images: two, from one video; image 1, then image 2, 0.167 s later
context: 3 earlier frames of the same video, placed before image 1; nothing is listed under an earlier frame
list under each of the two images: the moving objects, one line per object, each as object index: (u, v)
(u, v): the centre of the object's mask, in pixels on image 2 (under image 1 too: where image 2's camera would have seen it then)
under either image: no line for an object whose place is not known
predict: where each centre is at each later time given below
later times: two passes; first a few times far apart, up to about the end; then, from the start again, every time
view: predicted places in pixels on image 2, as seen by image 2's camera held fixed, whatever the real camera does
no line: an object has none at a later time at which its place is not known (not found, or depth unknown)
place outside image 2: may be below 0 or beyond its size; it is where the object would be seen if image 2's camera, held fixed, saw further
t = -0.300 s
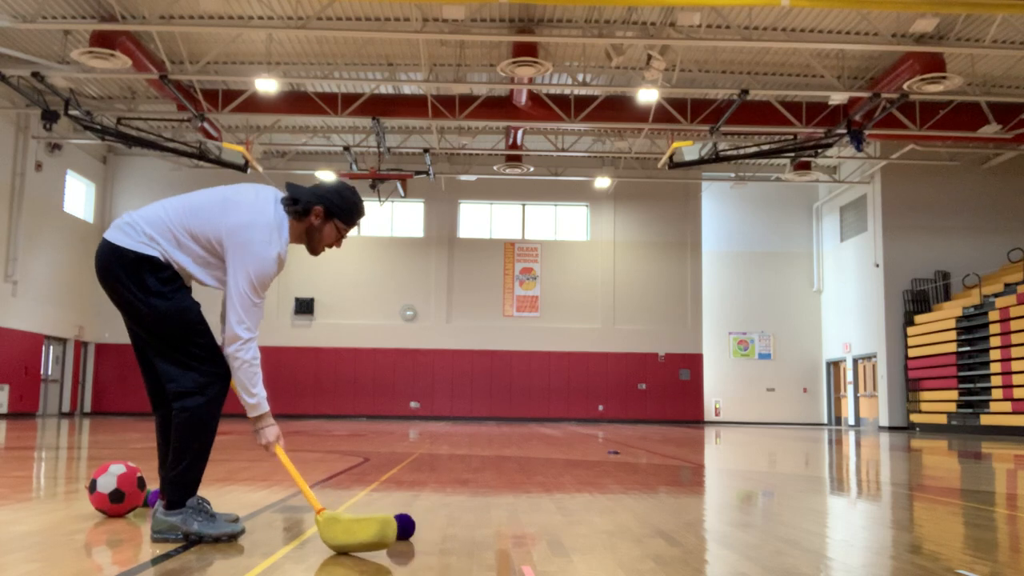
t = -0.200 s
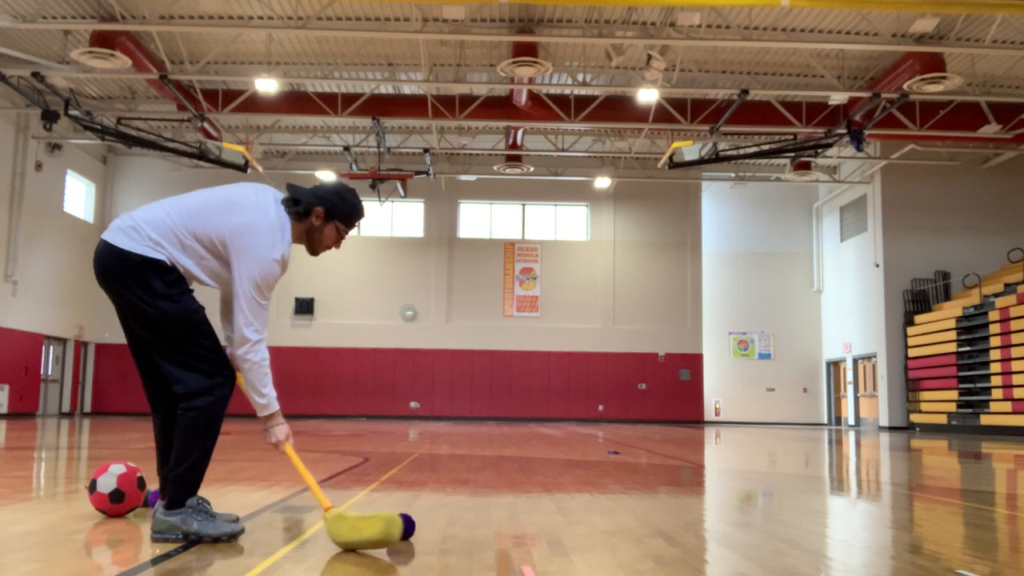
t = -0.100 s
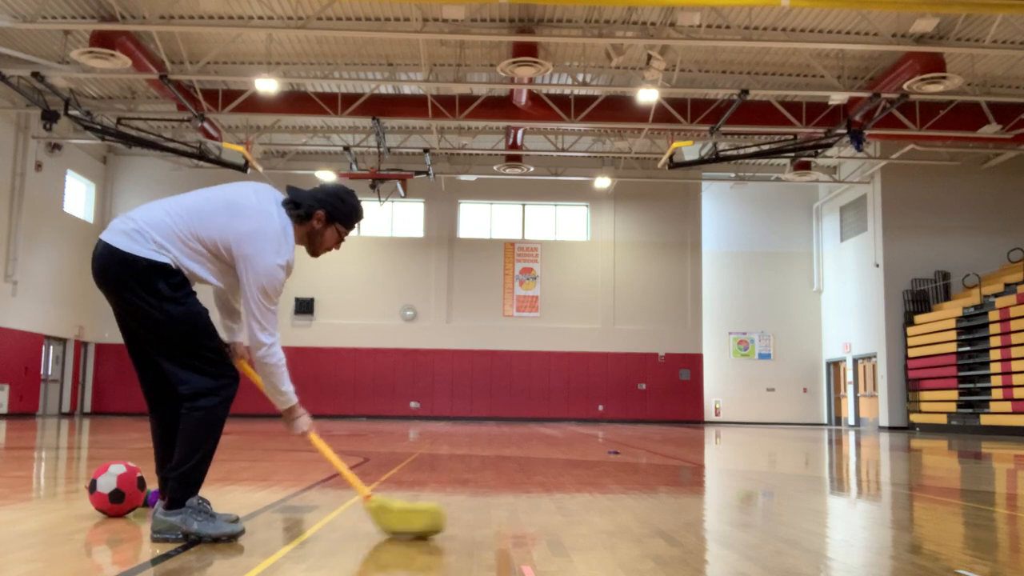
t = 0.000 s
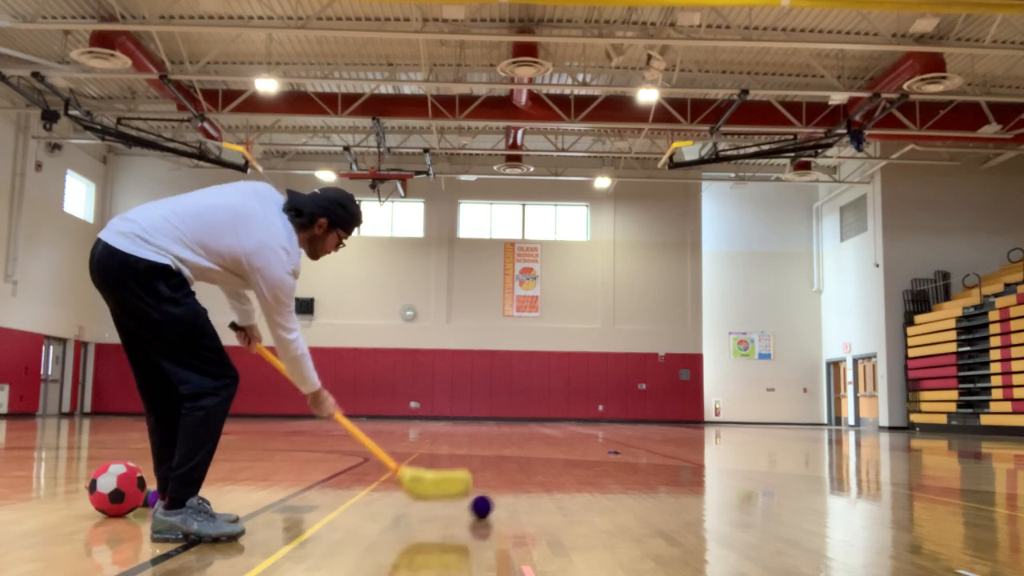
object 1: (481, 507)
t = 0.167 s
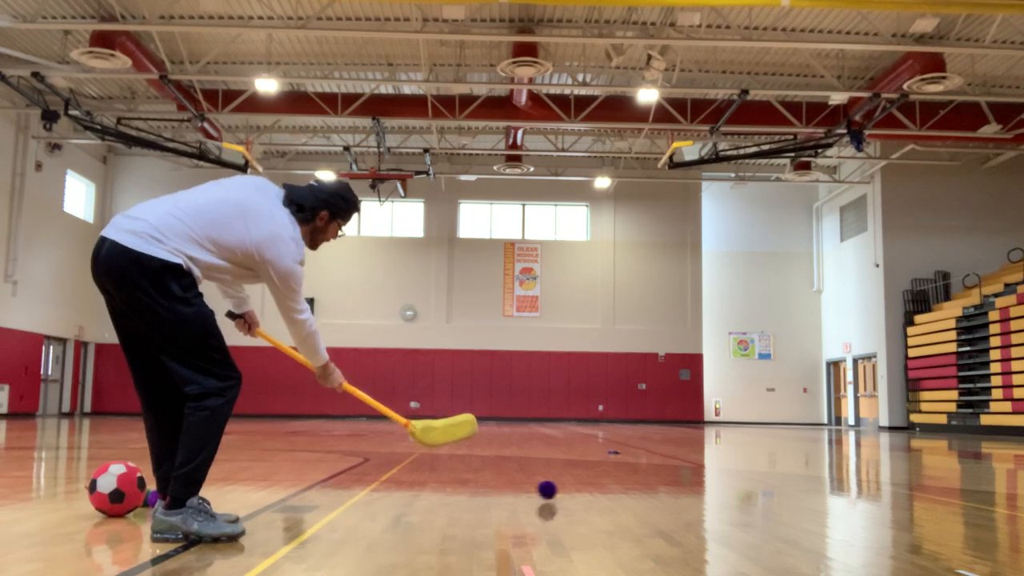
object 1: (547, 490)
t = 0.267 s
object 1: (574, 483)
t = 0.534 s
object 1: (626, 473)
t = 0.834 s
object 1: (662, 460)
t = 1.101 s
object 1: (683, 462)
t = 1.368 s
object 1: (699, 455)
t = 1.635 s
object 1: (711, 454)
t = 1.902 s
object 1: (721, 454)
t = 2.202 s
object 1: (730, 452)
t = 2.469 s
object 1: (736, 452)
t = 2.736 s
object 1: (739, 451)
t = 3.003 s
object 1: (742, 450)
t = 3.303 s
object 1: (745, 450)
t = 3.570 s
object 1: (747, 449)
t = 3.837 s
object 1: (748, 449)
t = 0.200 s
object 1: (557, 490)
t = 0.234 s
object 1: (566, 486)
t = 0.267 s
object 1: (574, 483)
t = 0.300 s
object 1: (582, 483)
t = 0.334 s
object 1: (589, 482)
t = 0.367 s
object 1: (596, 480)
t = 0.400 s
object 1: (603, 479)
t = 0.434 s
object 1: (609, 477)
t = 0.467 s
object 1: (615, 477)
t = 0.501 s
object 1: (620, 474)
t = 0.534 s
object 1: (626, 473)
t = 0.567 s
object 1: (631, 473)
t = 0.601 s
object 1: (635, 471)
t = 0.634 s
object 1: (640, 468)
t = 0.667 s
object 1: (644, 467)
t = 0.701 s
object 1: (648, 467)
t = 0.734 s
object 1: (652, 469)
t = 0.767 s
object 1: (655, 466)
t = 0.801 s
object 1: (659, 462)
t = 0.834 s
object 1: (662, 460)
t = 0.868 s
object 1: (665, 459)
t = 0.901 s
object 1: (668, 460)
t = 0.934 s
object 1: (671, 463)
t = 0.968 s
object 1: (674, 465)
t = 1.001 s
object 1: (676, 463)
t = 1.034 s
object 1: (679, 462)
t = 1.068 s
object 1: (681, 463)
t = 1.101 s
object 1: (683, 462)
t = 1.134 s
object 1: (685, 459)
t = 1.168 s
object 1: (688, 459)
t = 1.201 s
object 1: (690, 459)
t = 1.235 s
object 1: (692, 461)
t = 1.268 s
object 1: (694, 458)
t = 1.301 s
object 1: (696, 456)
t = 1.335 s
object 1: (697, 455)
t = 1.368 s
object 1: (699, 455)
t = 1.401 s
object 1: (701, 457)
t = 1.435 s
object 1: (702, 458)
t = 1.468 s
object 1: (704, 456)
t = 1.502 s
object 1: (705, 455)
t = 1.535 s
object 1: (707, 456)
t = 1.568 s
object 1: (708, 457)
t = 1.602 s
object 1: (710, 456)
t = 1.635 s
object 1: (711, 454)
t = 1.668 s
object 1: (713, 454)
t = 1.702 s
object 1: (714, 455)
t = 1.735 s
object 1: (716, 455)
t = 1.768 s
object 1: (717, 453)
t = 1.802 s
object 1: (718, 453)
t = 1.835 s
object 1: (719, 454)
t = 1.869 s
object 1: (721, 455)
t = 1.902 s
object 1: (721, 454)
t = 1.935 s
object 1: (723, 454)
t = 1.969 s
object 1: (723, 454)
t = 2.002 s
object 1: (724, 453)
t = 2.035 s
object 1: (726, 453)
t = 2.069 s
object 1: (726, 454)
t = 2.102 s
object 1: (727, 453)
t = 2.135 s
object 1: (728, 452)
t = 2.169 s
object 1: (729, 453)
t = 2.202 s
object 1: (730, 452)
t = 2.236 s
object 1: (731, 453)
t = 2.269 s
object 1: (732, 453)
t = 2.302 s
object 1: (733, 452)
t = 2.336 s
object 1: (733, 452)
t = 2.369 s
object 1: (734, 452)
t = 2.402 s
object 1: (735, 451)
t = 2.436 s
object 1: (735, 451)
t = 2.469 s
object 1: (736, 452)
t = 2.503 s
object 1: (736, 451)
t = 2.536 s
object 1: (737, 451)
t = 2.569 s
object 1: (737, 451)
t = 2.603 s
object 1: (738, 451)
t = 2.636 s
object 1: (738, 451)
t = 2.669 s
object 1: (739, 451)
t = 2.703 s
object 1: (739, 451)
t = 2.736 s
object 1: (739, 451)
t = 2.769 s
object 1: (739, 451)
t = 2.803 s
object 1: (740, 451)
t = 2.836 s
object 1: (740, 450)
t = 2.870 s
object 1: (740, 450)
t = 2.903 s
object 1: (741, 450)
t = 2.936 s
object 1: (741, 450)
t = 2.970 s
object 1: (741, 450)
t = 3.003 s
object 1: (742, 450)
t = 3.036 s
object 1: (742, 450)
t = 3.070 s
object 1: (743, 450)
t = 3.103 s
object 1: (743, 450)
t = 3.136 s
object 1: (743, 450)
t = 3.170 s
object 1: (743, 450)
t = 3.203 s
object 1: (744, 450)
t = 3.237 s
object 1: (744, 449)
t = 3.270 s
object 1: (744, 450)
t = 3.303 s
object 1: (745, 450)
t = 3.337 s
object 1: (745, 449)
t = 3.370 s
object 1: (745, 449)
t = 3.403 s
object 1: (745, 449)
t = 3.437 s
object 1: (746, 449)
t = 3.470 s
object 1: (746, 449)
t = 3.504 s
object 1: (746, 449)
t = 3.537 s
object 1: (746, 449)
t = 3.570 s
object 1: (747, 449)
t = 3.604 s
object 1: (747, 449)
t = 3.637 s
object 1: (747, 449)
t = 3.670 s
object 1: (747, 449)
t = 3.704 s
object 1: (747, 449)
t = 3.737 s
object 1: (747, 449)
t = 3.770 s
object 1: (748, 449)
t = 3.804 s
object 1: (748, 449)
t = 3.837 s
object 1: (748, 449)
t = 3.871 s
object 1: (748, 449)
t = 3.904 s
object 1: (748, 449)
